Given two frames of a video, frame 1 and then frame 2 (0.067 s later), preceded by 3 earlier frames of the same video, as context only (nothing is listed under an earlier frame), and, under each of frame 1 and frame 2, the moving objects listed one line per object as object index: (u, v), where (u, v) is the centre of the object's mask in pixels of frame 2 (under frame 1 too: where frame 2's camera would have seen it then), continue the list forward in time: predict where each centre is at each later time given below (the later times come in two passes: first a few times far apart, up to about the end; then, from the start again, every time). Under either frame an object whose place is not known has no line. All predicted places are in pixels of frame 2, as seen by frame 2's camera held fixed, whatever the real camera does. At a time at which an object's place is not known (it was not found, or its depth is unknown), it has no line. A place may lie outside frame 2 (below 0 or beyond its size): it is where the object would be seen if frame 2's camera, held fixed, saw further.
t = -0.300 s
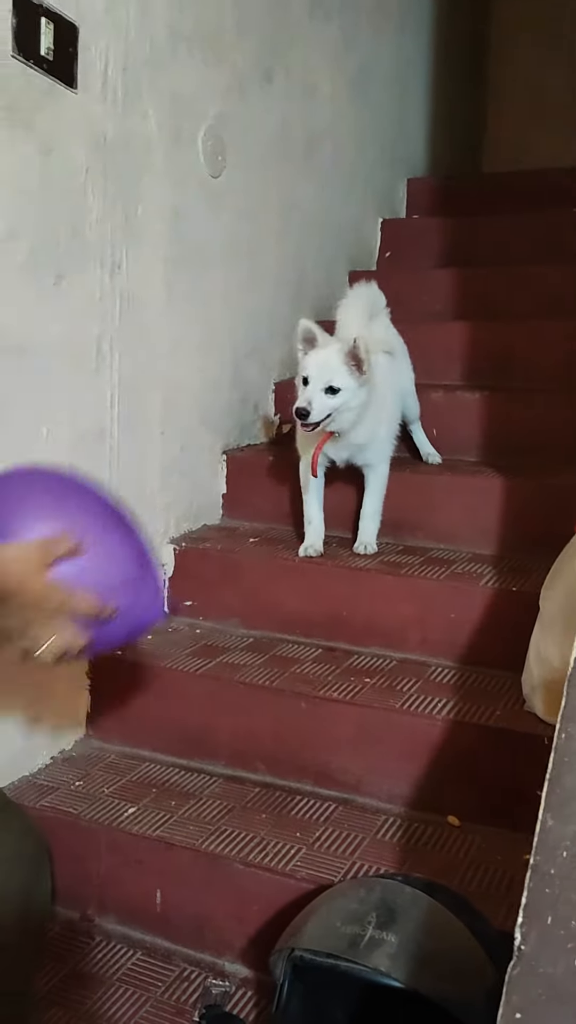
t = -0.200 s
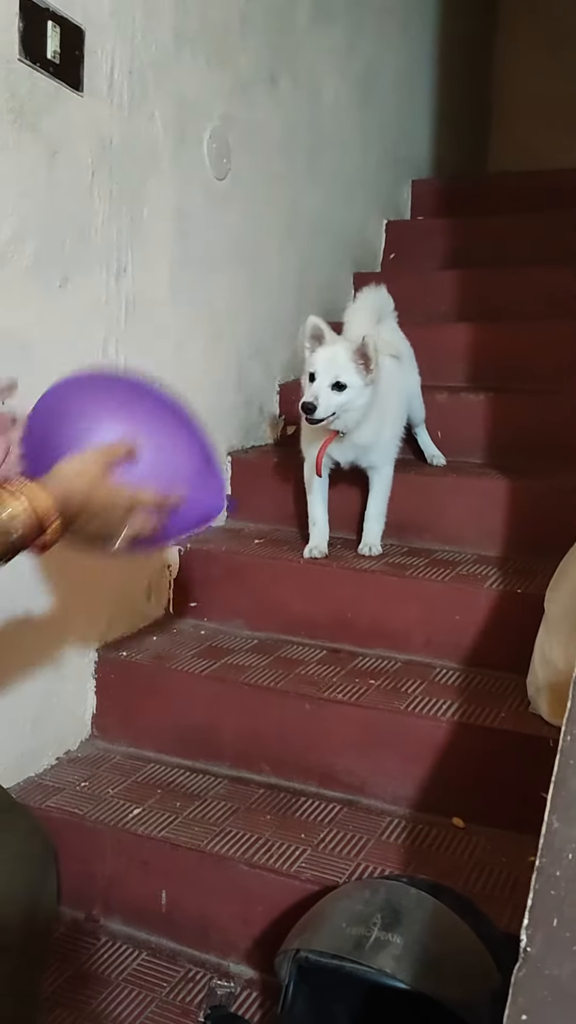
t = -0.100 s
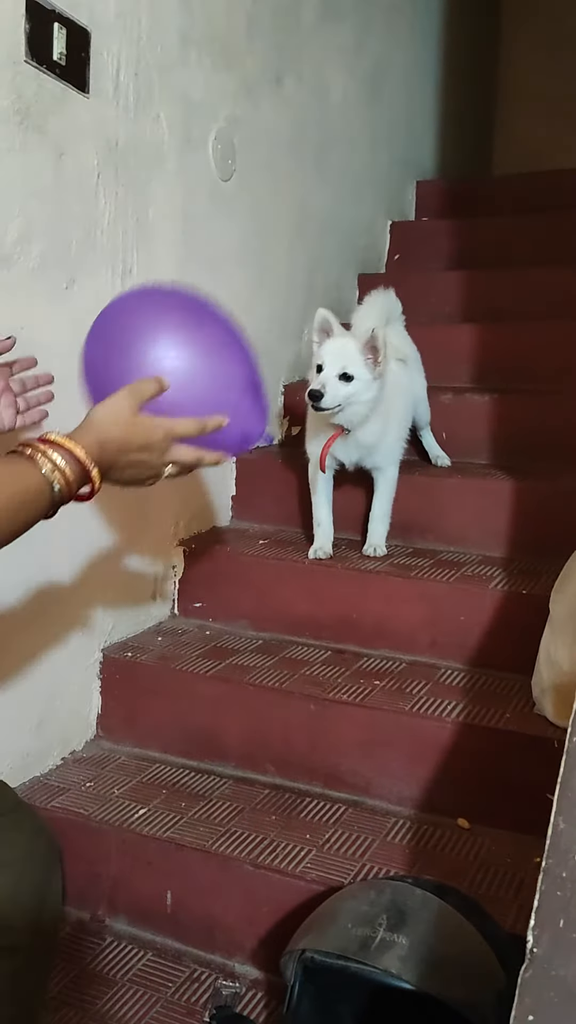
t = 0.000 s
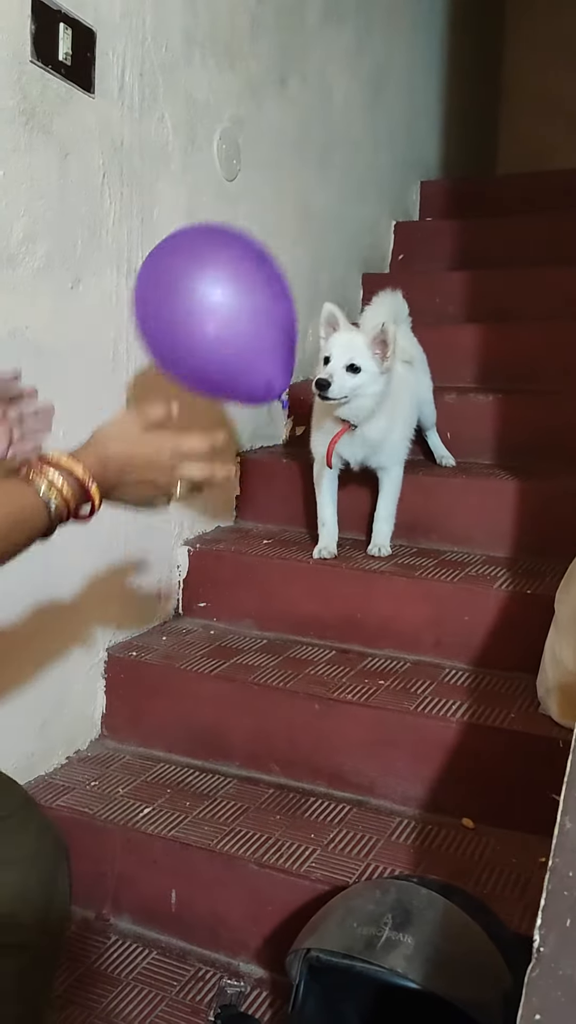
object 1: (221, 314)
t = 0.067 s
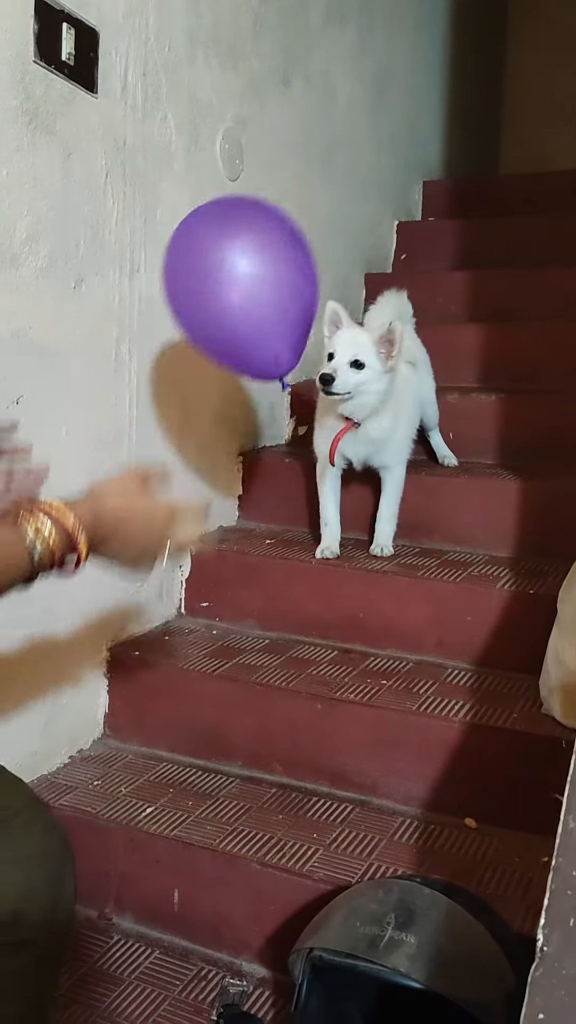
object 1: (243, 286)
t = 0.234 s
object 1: (288, 247)
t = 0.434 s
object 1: (328, 247)
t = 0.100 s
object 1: (253, 274)
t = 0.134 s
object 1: (262, 265)
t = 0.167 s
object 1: (271, 258)
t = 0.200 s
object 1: (280, 252)
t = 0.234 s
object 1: (288, 247)
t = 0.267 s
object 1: (296, 244)
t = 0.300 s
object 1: (303, 242)
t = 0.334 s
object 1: (310, 242)
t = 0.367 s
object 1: (316, 242)
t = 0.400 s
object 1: (322, 244)
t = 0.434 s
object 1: (328, 247)
